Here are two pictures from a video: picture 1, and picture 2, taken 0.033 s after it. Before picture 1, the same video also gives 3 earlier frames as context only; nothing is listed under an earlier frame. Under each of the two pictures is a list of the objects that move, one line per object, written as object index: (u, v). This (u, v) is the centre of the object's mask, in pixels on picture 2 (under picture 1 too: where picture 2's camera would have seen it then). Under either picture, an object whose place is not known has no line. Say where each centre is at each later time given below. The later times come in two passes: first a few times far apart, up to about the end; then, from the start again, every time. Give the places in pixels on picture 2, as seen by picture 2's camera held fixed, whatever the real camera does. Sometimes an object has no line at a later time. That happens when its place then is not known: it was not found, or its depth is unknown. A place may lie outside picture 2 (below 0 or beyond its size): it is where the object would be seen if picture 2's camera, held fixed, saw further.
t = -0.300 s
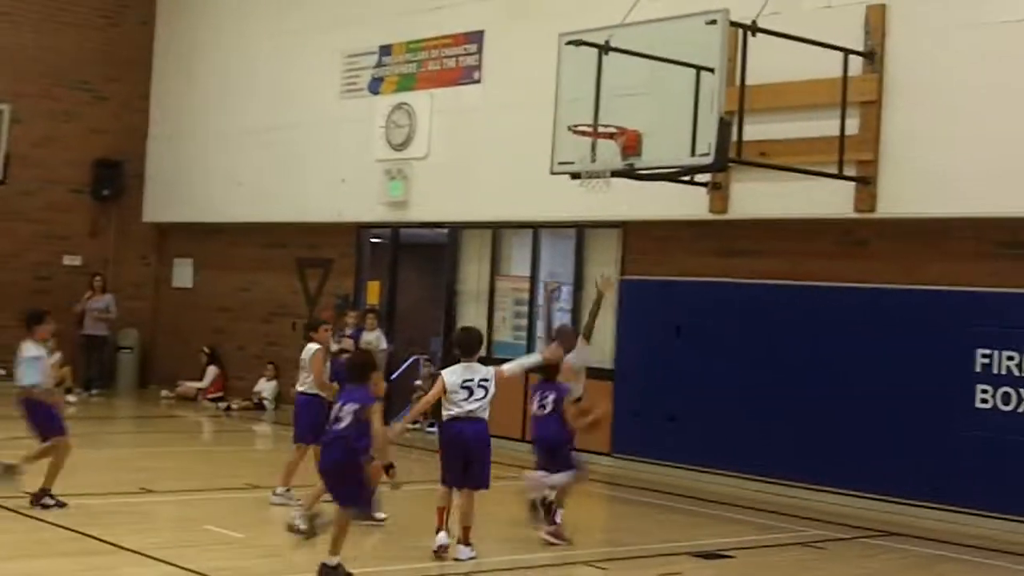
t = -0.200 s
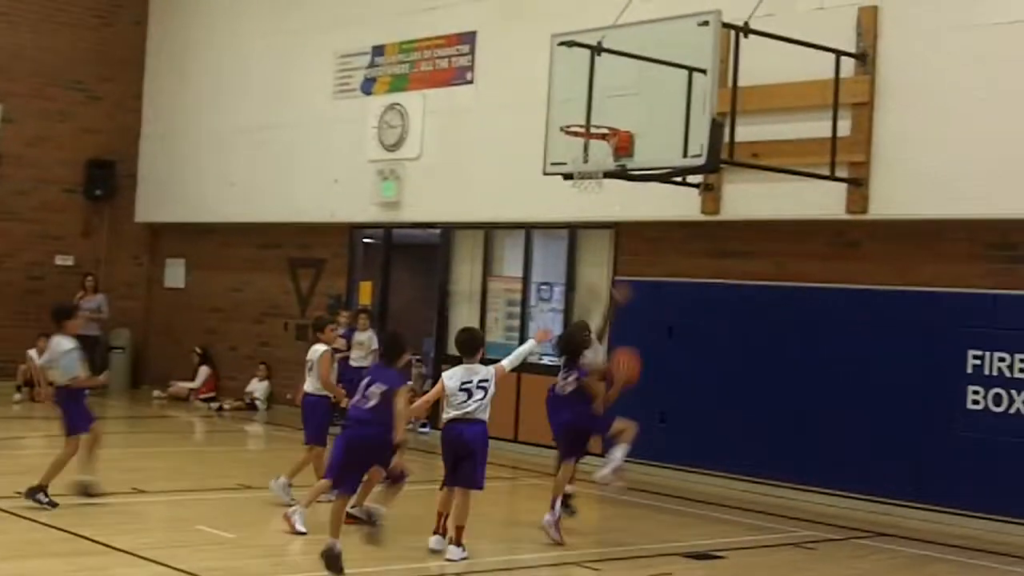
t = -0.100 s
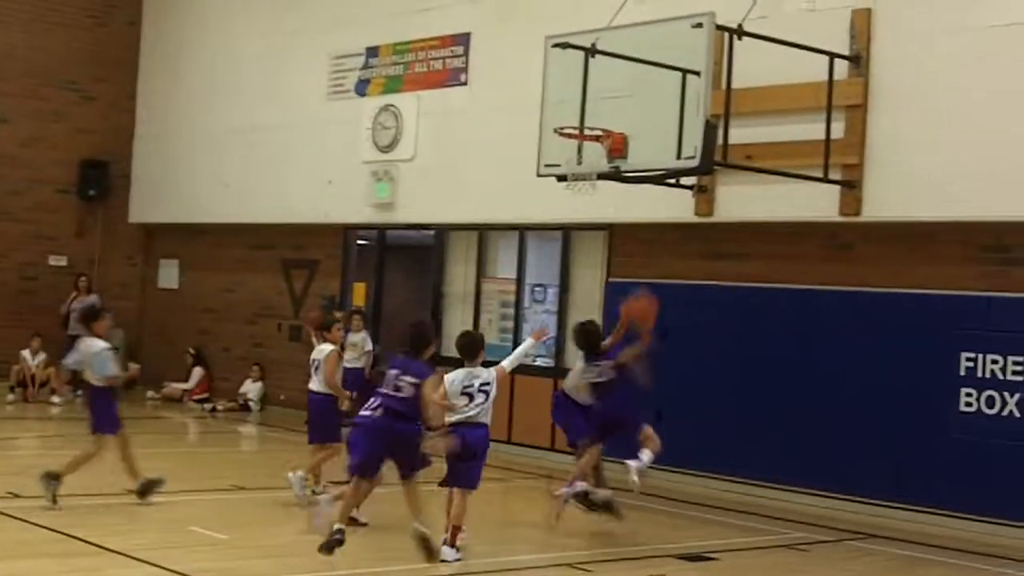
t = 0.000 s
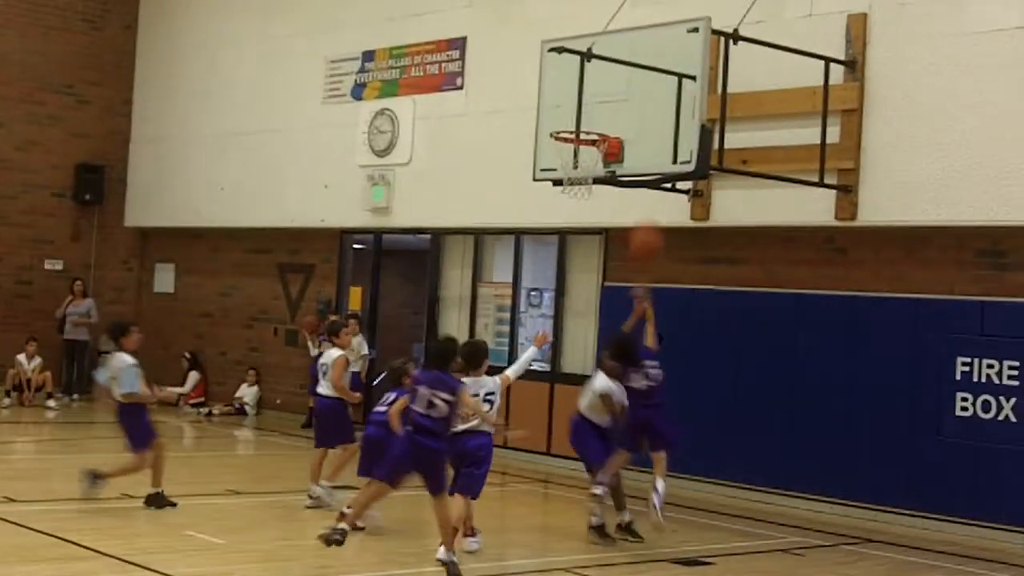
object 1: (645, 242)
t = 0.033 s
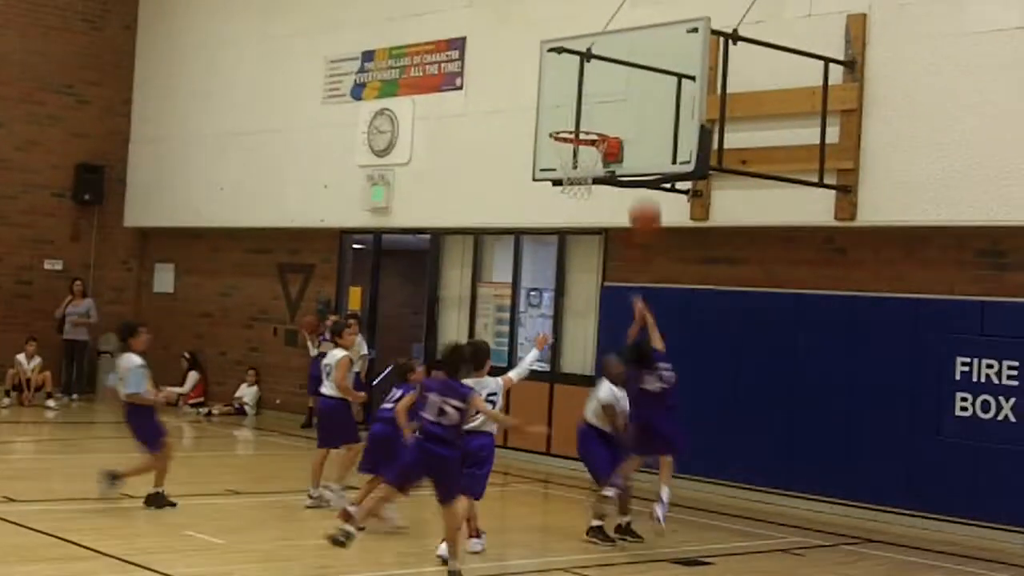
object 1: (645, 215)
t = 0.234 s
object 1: (640, 116)
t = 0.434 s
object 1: (633, 75)
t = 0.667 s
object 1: (616, 87)
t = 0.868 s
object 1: (576, 132)
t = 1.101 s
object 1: (566, 178)
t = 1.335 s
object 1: (571, 253)
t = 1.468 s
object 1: (574, 324)
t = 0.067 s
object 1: (645, 197)
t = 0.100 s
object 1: (644, 177)
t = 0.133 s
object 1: (643, 158)
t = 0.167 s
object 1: (642, 143)
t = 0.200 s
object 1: (641, 129)
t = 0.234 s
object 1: (640, 116)
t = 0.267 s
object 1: (639, 106)
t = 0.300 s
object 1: (638, 97)
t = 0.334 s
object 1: (637, 89)
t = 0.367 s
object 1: (635, 83)
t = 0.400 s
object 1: (634, 79)
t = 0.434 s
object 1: (633, 75)
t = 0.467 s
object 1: (632, 74)
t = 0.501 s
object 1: (630, 73)
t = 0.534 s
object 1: (629, 73)
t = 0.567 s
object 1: (627, 76)
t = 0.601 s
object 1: (626, 80)
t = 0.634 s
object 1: (623, 84)
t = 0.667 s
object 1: (616, 87)
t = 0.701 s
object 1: (610, 91)
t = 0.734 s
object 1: (603, 97)
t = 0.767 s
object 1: (596, 104)
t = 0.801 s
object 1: (590, 112)
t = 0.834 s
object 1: (583, 121)
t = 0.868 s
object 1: (576, 132)
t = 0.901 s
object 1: (568, 148)
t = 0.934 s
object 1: (564, 157)
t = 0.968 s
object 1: (563, 160)
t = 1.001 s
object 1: (564, 164)
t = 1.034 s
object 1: (565, 167)
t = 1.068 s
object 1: (566, 171)
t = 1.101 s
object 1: (566, 178)
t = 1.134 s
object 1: (566, 185)
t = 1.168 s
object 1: (568, 191)
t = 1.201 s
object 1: (569, 201)
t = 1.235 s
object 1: (570, 212)
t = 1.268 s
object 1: (571, 222)
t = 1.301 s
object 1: (572, 238)
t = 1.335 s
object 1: (571, 253)
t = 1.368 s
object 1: (572, 269)
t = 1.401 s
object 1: (573, 286)
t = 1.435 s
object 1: (573, 304)
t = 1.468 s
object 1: (574, 324)
